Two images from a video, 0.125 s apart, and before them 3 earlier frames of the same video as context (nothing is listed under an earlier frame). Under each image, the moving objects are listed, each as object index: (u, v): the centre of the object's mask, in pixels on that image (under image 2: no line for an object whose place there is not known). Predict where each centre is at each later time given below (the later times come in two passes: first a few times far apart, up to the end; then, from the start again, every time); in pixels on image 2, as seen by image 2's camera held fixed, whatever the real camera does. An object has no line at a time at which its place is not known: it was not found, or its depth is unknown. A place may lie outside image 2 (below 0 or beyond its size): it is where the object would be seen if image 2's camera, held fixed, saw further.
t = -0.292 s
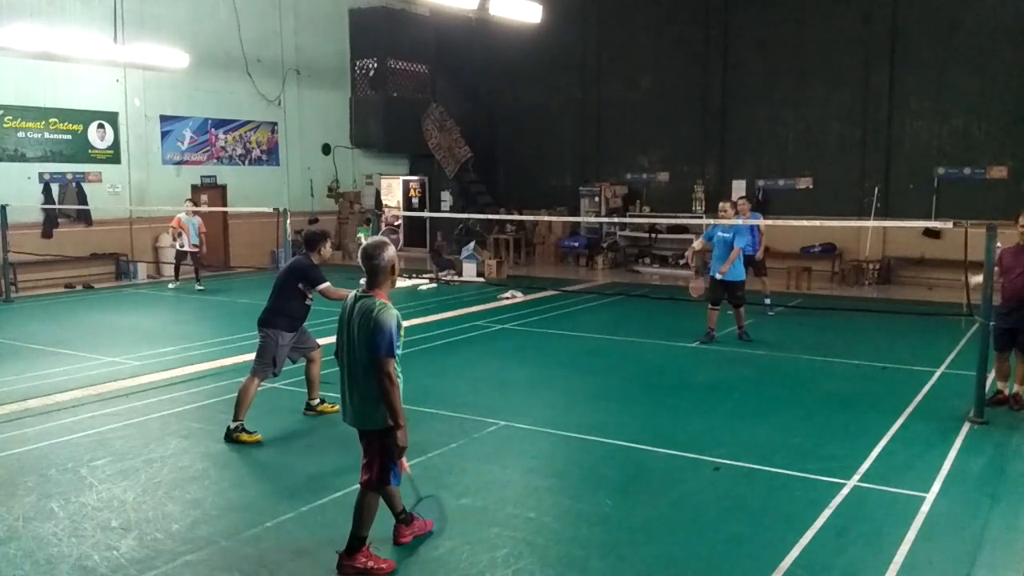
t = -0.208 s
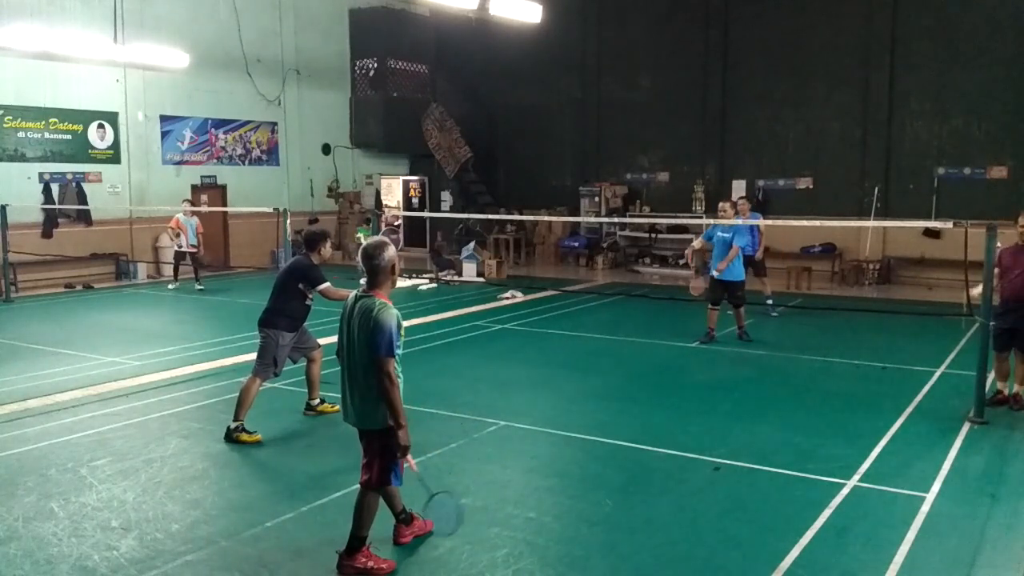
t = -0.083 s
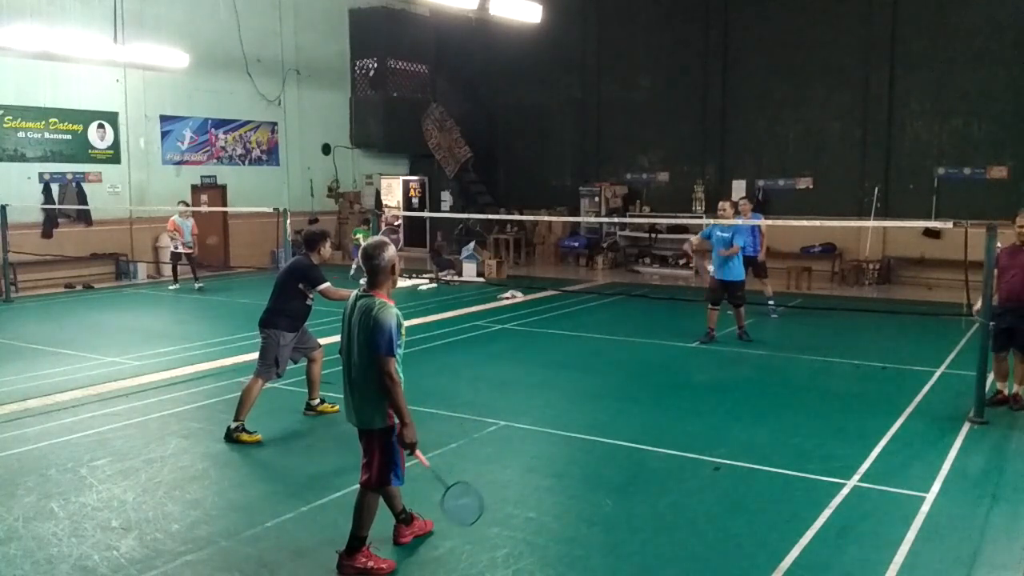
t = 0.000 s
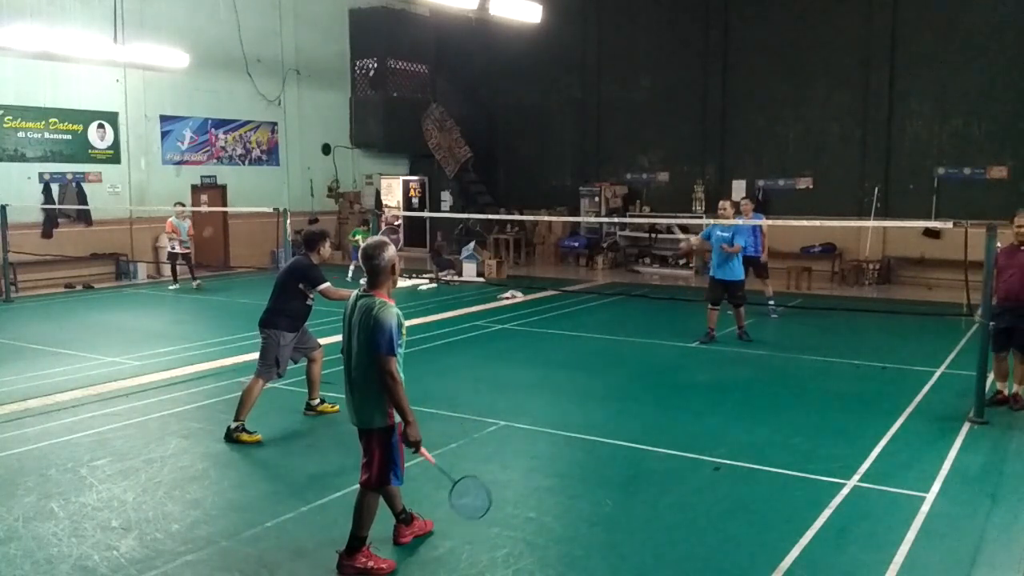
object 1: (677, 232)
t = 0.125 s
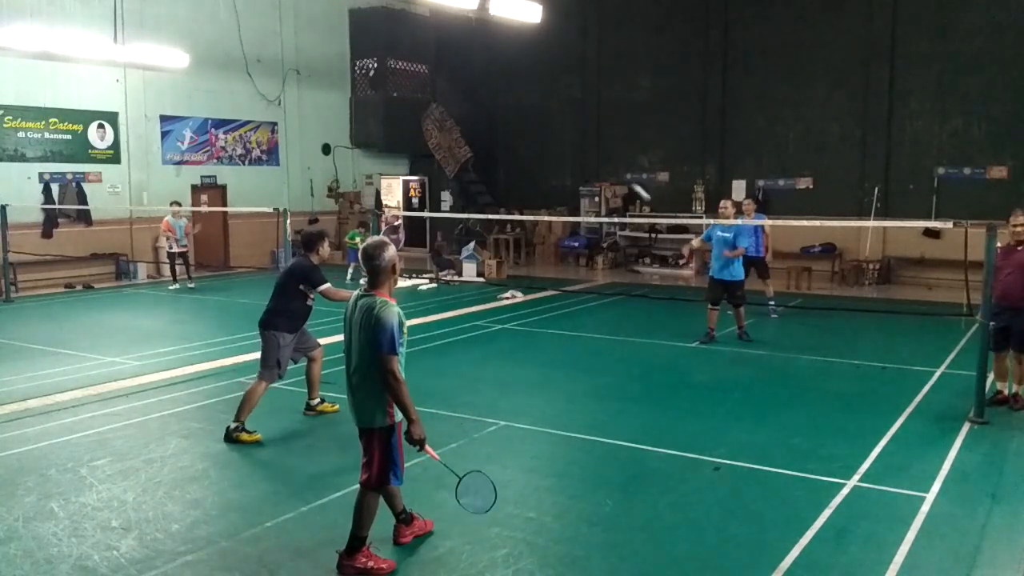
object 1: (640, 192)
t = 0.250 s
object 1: (600, 167)
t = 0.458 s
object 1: (535, 164)
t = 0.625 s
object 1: (485, 195)
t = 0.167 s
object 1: (627, 181)
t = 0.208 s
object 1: (613, 173)
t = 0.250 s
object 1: (600, 167)
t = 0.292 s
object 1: (587, 163)
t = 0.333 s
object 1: (574, 160)
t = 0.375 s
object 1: (561, 159)
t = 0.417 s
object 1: (548, 161)
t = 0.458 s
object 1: (535, 164)
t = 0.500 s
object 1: (522, 169)
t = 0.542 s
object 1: (509, 176)
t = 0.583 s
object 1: (496, 185)
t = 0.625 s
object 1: (485, 195)
